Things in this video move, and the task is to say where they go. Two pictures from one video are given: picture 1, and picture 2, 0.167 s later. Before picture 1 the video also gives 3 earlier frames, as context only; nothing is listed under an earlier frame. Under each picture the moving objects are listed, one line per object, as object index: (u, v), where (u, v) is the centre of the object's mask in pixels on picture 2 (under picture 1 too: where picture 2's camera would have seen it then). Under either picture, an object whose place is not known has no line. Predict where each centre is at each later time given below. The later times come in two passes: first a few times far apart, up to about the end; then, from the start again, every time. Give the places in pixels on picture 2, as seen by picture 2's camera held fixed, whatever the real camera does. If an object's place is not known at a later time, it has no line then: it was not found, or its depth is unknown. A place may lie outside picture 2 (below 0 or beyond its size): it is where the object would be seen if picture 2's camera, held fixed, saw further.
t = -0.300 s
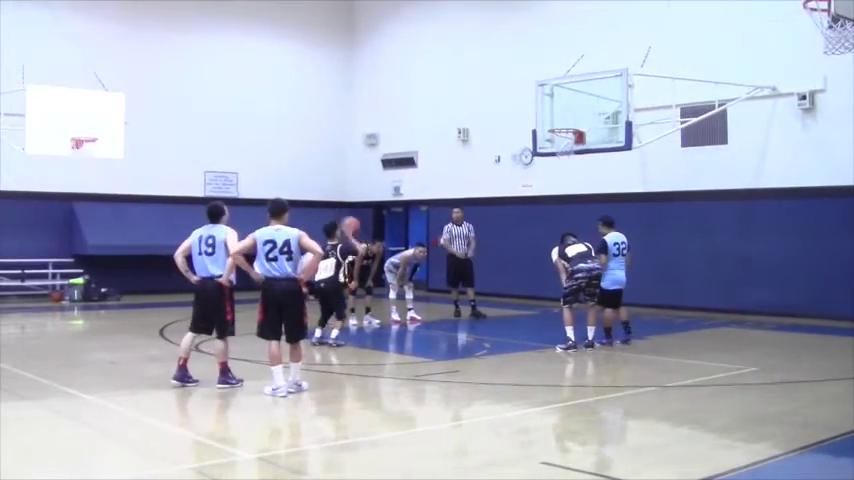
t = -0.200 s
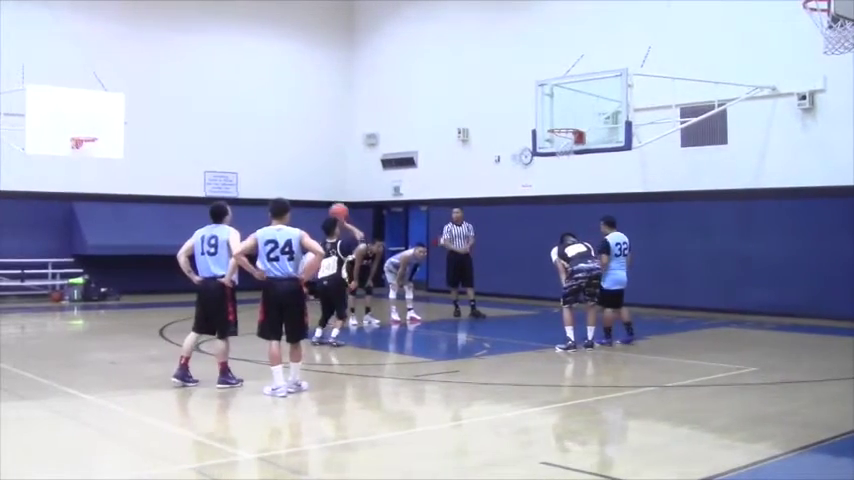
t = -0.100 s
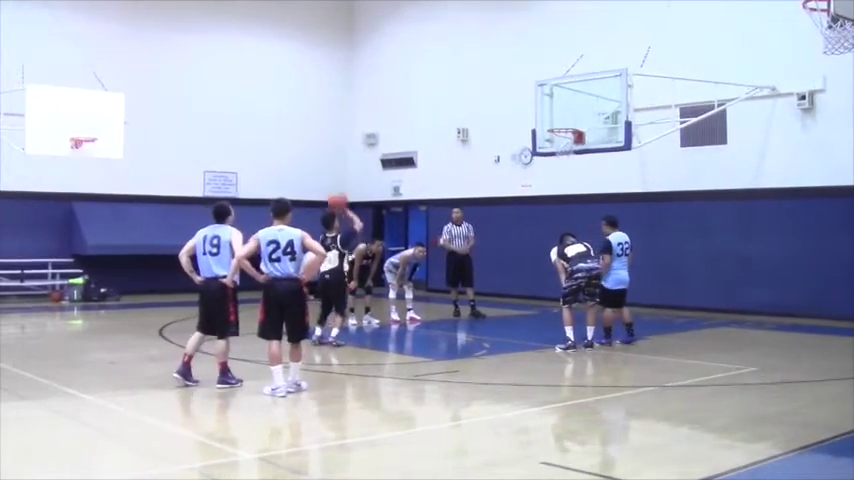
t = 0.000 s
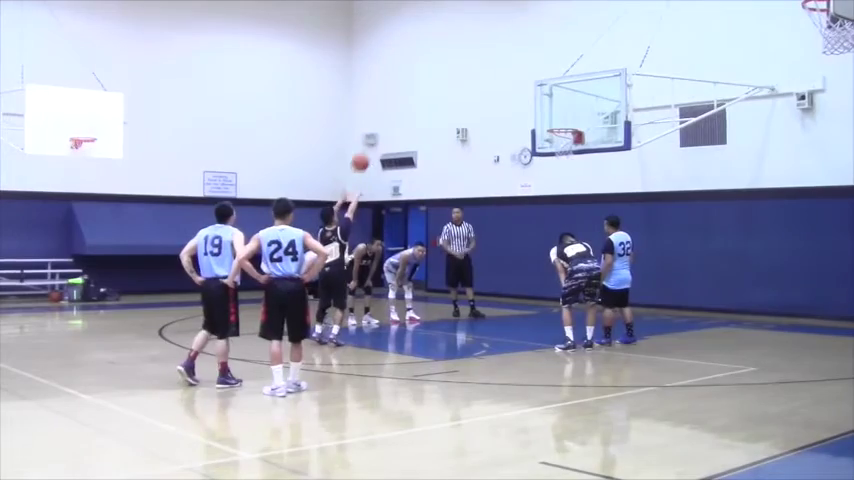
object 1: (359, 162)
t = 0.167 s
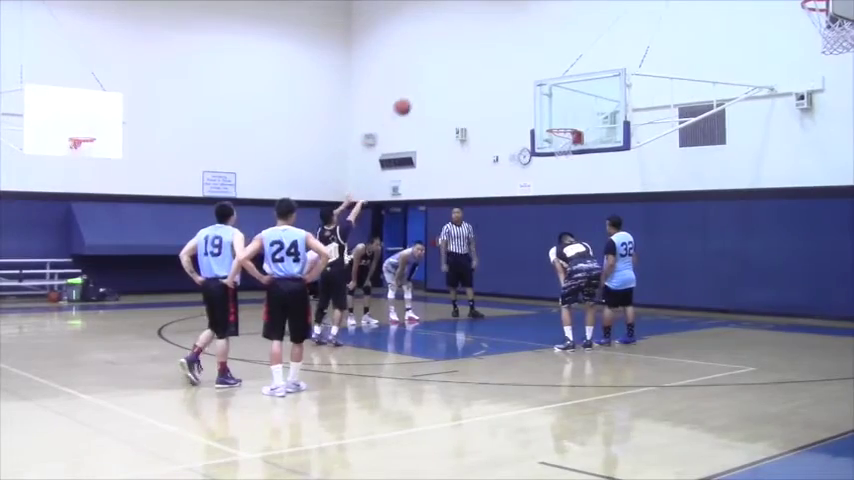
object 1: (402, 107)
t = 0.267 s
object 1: (426, 84)
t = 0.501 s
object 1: (478, 63)
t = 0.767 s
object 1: (530, 83)
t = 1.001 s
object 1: (564, 121)
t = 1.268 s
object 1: (540, 85)
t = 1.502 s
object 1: (518, 91)
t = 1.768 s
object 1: (489, 146)
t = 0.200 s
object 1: (410, 98)
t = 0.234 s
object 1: (418, 91)
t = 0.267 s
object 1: (426, 84)
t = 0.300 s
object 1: (433, 79)
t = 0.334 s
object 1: (441, 74)
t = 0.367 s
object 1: (449, 71)
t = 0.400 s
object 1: (456, 68)
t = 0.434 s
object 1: (463, 65)
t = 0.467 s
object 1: (471, 64)
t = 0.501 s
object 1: (478, 63)
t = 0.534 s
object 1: (485, 63)
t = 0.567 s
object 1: (491, 64)
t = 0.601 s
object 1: (498, 65)
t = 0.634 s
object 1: (505, 67)
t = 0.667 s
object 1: (511, 71)
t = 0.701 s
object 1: (518, 74)
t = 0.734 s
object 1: (524, 78)
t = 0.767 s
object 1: (530, 83)
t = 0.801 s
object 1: (536, 88)
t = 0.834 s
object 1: (543, 95)
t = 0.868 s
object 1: (548, 102)
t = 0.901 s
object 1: (554, 109)
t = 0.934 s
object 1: (560, 117)
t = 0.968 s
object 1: (566, 124)
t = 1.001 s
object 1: (564, 121)
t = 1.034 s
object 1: (562, 115)
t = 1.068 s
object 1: (558, 109)
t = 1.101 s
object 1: (556, 103)
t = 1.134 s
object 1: (553, 98)
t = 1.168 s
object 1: (550, 94)
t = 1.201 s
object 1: (547, 90)
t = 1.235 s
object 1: (544, 88)
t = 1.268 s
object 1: (540, 85)
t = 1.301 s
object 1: (538, 84)
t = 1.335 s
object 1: (535, 83)
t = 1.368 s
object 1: (532, 83)
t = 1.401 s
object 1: (528, 84)
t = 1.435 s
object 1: (525, 85)
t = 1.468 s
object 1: (522, 88)
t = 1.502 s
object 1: (518, 91)
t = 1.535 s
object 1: (515, 94)
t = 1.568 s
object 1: (511, 99)
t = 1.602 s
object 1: (508, 105)
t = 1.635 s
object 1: (504, 111)
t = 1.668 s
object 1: (500, 118)
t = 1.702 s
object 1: (497, 127)
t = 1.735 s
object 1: (493, 136)
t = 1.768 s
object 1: (489, 146)
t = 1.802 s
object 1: (486, 157)
